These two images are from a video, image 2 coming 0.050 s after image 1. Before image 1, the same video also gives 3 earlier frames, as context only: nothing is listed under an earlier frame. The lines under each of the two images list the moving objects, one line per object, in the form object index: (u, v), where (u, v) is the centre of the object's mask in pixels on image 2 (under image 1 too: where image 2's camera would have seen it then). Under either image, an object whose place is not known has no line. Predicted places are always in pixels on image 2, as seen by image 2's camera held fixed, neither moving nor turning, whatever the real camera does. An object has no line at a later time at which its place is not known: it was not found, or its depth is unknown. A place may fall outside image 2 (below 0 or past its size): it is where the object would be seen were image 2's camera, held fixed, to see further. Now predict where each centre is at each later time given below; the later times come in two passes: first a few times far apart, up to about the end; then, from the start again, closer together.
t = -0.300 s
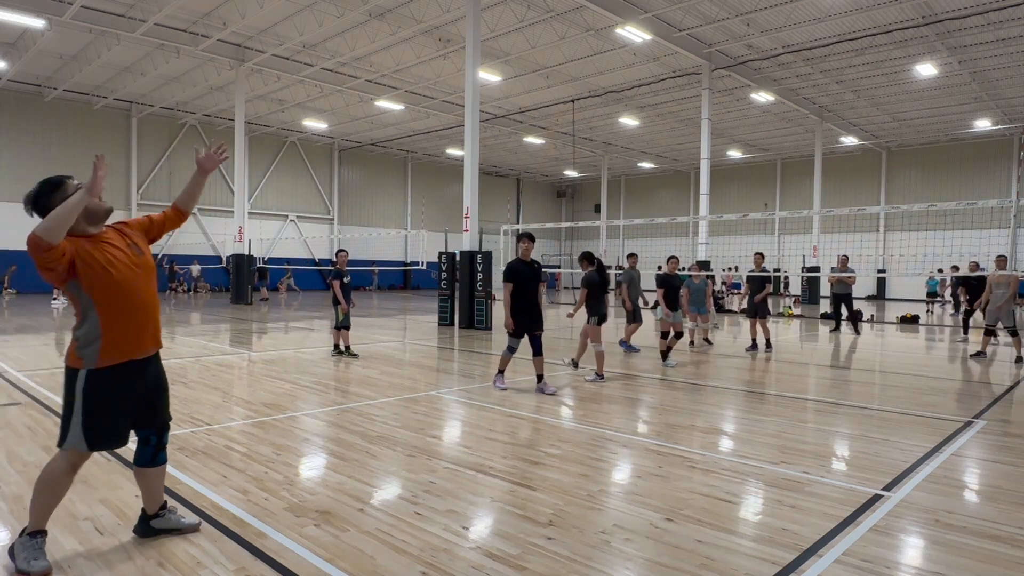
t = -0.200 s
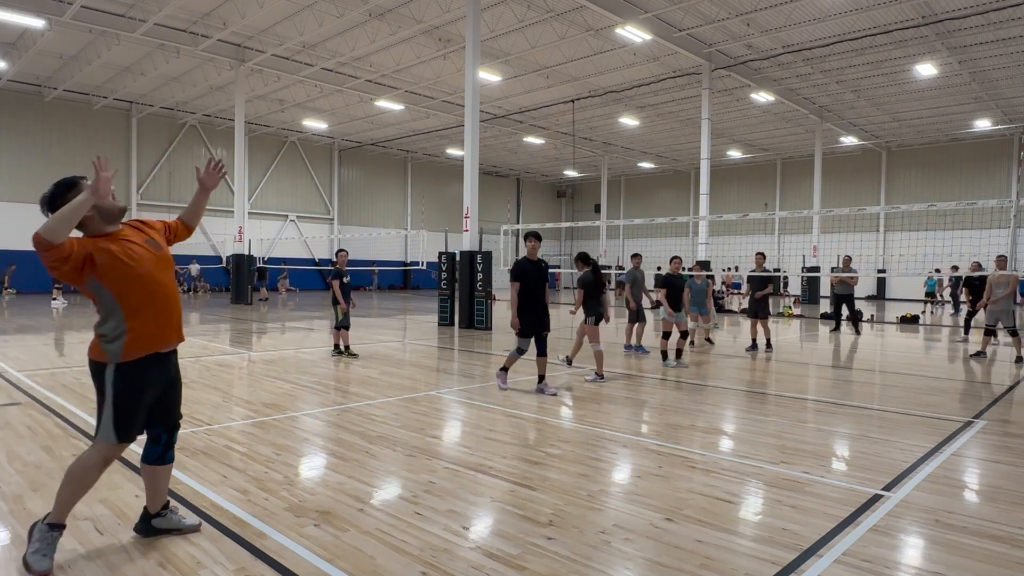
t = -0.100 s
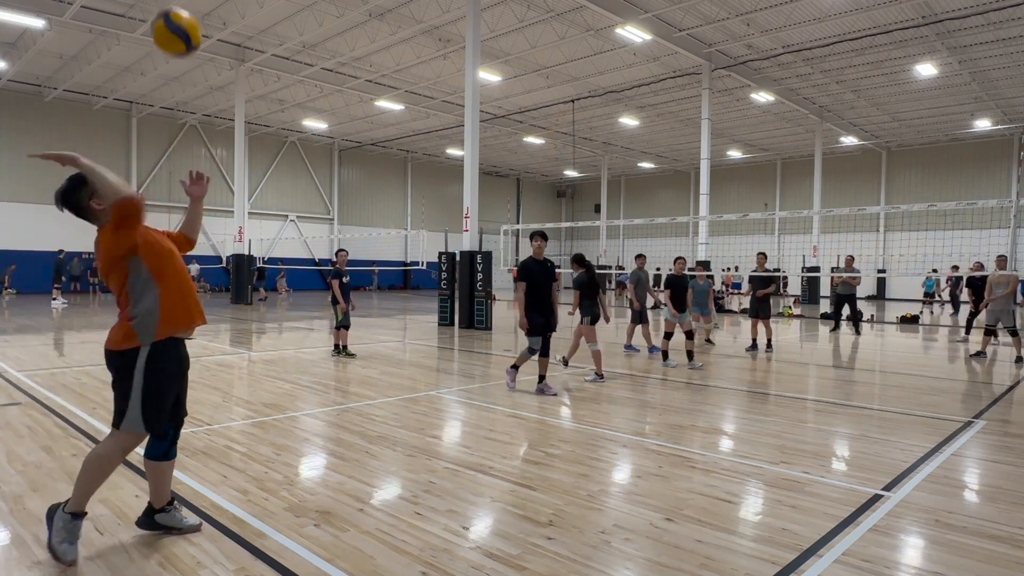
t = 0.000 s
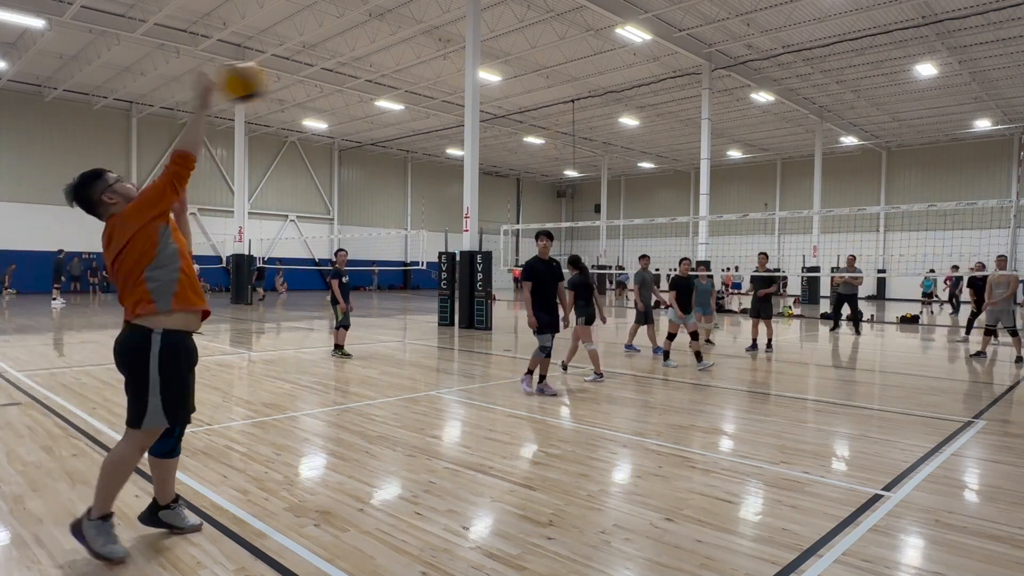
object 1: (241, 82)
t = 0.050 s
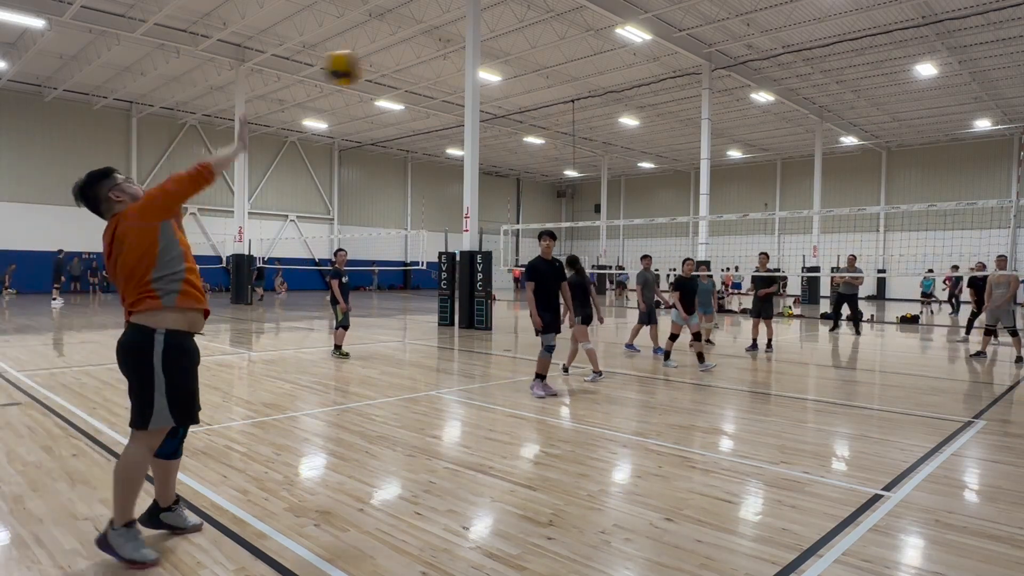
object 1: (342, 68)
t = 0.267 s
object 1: (563, 63)
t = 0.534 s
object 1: (670, 98)
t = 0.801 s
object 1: (723, 152)
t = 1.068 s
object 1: (756, 210)
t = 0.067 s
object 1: (369, 65)
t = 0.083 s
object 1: (393, 63)
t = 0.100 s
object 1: (416, 60)
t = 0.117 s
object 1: (437, 59)
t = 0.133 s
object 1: (455, 58)
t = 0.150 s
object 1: (472, 58)
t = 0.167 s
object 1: (488, 58)
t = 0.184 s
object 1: (502, 58)
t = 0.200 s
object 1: (515, 58)
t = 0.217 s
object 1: (528, 59)
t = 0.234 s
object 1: (541, 60)
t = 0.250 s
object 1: (552, 62)
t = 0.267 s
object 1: (563, 63)
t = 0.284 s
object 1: (572, 65)
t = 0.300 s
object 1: (581, 66)
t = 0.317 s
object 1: (590, 68)
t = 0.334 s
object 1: (598, 70)
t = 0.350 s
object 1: (606, 72)
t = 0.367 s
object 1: (613, 74)
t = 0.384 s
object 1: (620, 76)
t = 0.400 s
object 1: (627, 78)
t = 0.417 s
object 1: (633, 81)
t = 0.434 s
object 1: (638, 83)
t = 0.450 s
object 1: (645, 86)
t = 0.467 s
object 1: (650, 89)
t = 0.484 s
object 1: (655, 91)
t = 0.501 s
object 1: (660, 93)
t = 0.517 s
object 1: (666, 96)
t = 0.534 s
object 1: (670, 98)
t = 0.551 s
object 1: (675, 101)
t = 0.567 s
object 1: (679, 104)
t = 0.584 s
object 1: (684, 108)
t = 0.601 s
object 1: (687, 111)
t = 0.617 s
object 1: (690, 114)
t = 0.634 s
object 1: (694, 117)
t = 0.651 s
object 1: (697, 121)
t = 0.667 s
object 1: (701, 124)
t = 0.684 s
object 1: (704, 127)
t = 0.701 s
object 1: (707, 130)
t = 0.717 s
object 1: (710, 134)
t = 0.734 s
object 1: (713, 137)
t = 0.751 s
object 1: (716, 141)
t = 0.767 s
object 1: (718, 145)
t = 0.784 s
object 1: (721, 149)
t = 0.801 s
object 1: (723, 152)
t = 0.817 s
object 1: (726, 156)
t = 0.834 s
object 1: (729, 159)
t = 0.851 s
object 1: (731, 164)
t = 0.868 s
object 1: (733, 166)
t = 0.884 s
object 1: (735, 169)
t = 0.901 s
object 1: (738, 174)
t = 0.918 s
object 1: (740, 178)
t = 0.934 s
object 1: (742, 182)
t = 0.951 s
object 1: (744, 185)
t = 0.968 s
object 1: (746, 190)
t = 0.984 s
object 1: (748, 193)
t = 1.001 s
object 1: (750, 197)
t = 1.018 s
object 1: (751, 201)
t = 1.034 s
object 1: (753, 205)
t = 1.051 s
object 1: (754, 209)
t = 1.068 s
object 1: (756, 210)
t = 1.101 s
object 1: (759, 222)
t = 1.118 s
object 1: (761, 226)
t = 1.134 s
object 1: (763, 230)
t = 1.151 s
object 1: (763, 234)
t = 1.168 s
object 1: (765, 238)
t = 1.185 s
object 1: (767, 242)
